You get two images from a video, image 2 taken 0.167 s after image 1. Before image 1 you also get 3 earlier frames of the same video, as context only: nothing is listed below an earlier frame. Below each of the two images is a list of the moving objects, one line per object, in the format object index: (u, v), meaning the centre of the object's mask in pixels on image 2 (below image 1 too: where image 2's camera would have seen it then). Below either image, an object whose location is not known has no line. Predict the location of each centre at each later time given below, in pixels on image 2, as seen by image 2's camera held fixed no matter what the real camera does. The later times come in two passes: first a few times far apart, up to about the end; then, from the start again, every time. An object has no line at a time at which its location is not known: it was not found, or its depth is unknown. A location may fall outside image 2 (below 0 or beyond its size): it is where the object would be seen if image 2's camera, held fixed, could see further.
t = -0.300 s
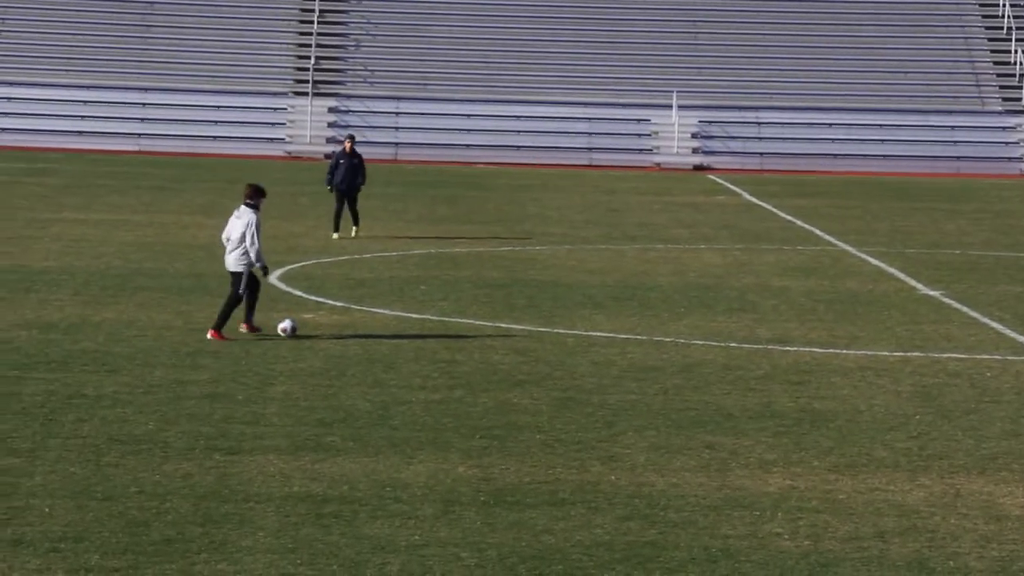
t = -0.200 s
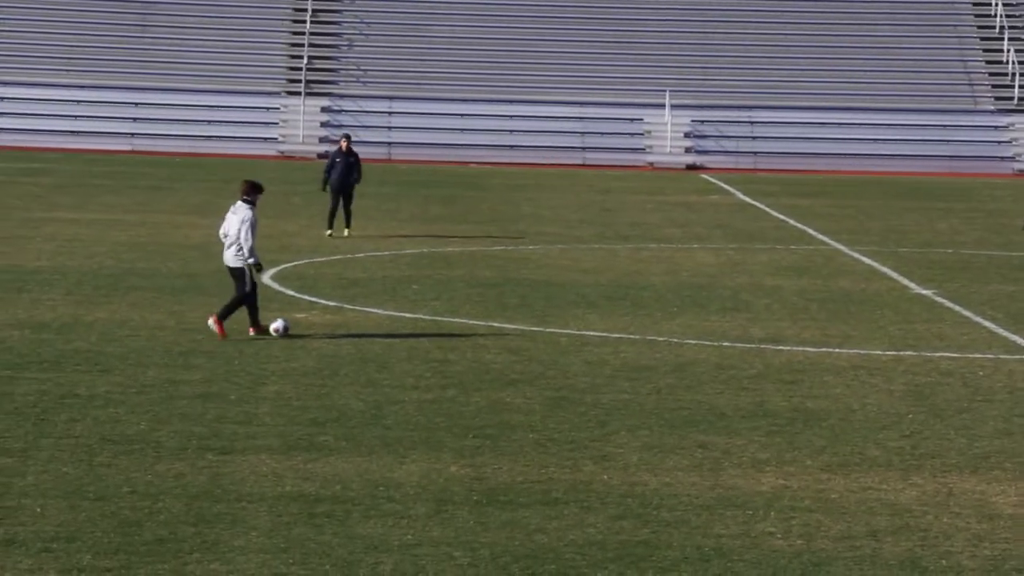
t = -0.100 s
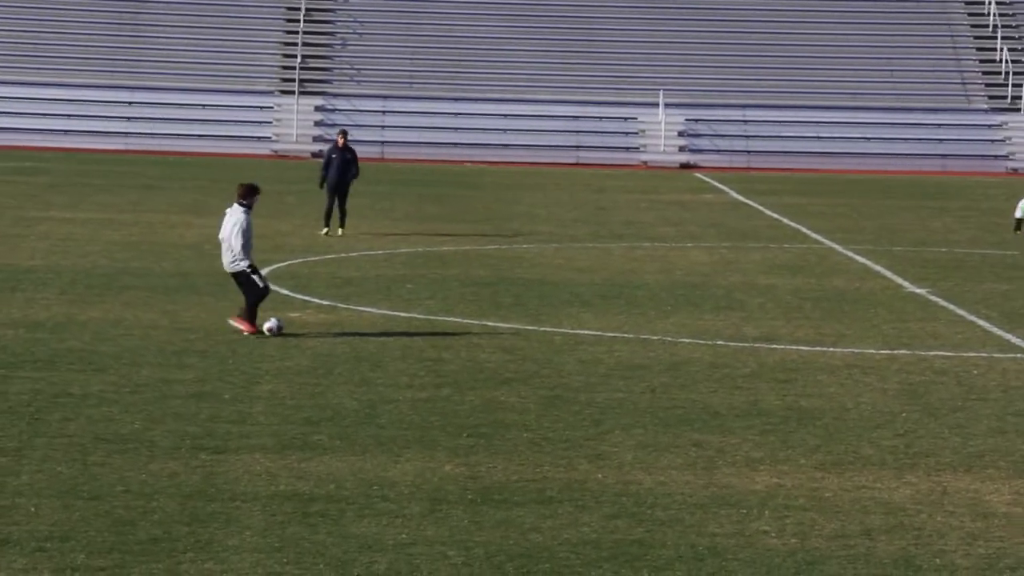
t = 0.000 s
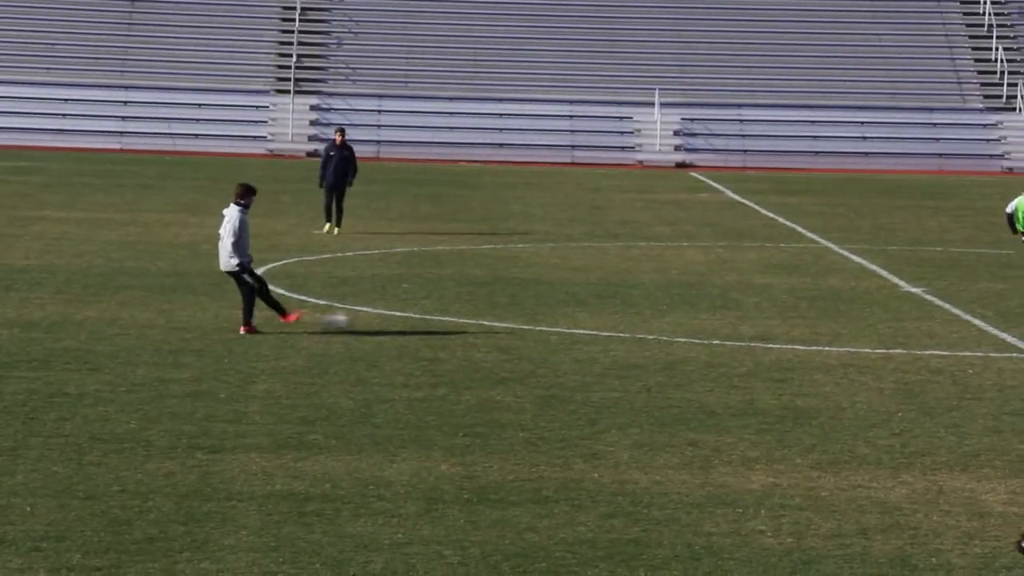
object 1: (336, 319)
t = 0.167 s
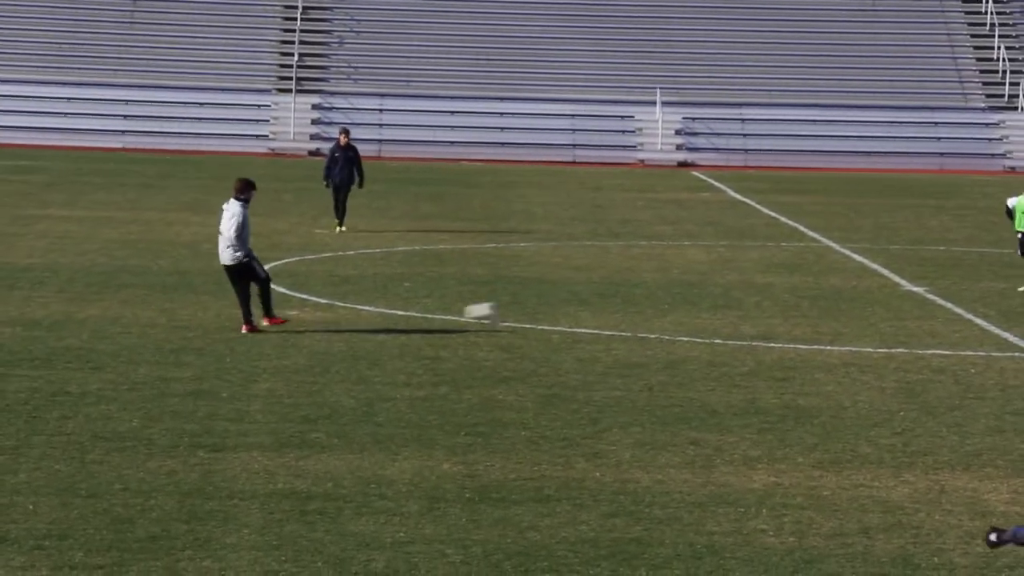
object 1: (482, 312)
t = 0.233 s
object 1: (530, 307)
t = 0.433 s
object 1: (661, 299)
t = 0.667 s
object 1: (783, 296)
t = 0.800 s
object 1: (838, 293)
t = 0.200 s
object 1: (505, 308)
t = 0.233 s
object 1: (530, 307)
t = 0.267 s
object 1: (555, 307)
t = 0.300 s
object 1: (579, 308)
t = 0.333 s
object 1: (600, 308)
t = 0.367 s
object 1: (623, 304)
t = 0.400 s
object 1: (642, 302)
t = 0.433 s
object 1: (661, 299)
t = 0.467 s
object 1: (680, 298)
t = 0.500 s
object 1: (700, 298)
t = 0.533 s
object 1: (718, 300)
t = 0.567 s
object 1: (736, 299)
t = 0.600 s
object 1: (752, 297)
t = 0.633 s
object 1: (767, 297)
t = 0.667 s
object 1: (783, 296)
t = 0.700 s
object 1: (798, 295)
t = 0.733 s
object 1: (812, 294)
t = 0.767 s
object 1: (825, 294)
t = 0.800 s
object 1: (838, 293)
